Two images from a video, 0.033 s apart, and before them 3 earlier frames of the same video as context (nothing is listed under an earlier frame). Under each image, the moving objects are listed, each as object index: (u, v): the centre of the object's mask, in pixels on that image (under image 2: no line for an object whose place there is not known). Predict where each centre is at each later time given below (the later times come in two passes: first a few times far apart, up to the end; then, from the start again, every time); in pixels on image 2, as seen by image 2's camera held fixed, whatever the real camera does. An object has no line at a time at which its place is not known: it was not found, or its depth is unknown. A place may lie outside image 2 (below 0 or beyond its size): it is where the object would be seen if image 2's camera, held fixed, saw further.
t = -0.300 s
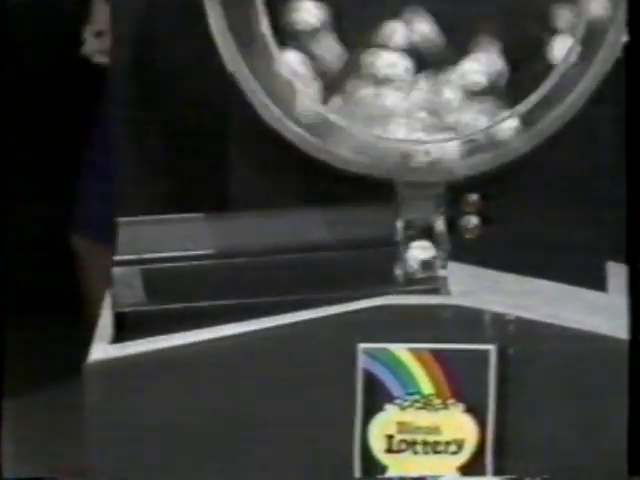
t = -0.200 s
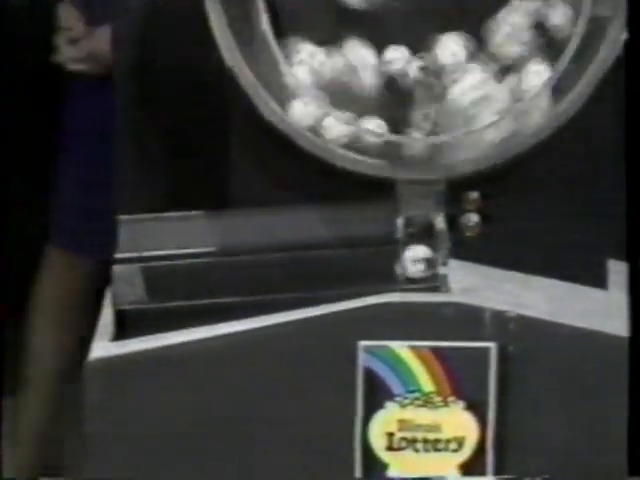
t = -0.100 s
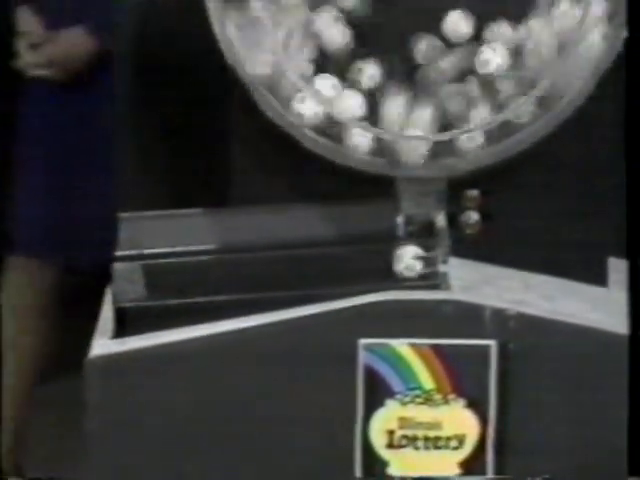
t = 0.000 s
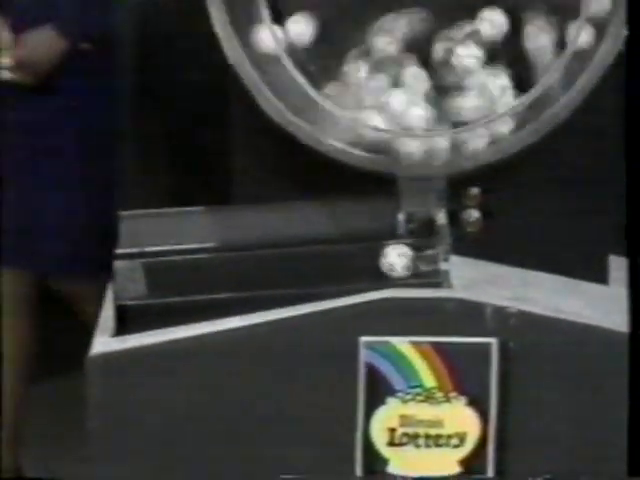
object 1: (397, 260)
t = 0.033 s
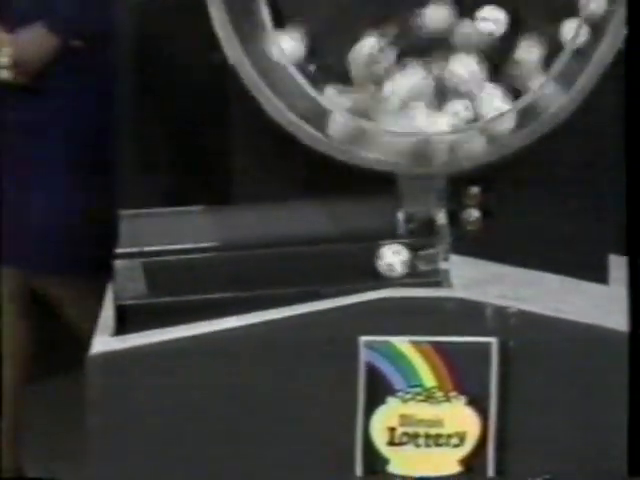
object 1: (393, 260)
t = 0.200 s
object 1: (372, 262)
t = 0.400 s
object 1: (334, 264)
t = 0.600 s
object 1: (283, 268)
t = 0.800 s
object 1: (220, 272)
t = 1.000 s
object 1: (144, 278)
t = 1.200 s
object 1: (144, 279)
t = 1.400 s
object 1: (145, 279)
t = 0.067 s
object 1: (390, 261)
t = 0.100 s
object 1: (386, 261)
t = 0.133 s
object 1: (382, 262)
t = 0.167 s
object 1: (376, 262)
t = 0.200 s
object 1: (372, 262)
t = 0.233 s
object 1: (366, 262)
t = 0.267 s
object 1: (361, 263)
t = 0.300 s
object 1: (355, 263)
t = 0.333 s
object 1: (348, 263)
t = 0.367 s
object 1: (341, 264)
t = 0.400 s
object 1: (334, 264)
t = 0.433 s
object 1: (327, 265)
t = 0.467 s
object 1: (319, 265)
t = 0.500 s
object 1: (310, 266)
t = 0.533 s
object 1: (302, 267)
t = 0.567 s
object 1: (293, 267)
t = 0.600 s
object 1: (283, 268)
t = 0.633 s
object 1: (274, 269)
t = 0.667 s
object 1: (264, 269)
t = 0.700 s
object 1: (254, 270)
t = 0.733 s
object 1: (243, 271)
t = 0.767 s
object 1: (232, 272)
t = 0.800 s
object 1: (220, 272)
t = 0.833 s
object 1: (208, 273)
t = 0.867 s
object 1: (196, 274)
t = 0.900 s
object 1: (183, 275)
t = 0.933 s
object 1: (170, 275)
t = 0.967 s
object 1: (157, 277)
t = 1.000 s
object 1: (144, 278)
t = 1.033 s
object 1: (143, 278)
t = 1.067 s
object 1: (144, 279)
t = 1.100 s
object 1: (144, 279)
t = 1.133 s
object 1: (144, 279)
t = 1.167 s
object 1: (144, 279)
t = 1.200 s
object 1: (144, 279)
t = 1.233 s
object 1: (144, 279)
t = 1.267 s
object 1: (145, 279)
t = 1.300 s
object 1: (145, 279)
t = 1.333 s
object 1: (145, 279)
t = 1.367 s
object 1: (145, 279)
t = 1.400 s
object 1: (145, 279)
